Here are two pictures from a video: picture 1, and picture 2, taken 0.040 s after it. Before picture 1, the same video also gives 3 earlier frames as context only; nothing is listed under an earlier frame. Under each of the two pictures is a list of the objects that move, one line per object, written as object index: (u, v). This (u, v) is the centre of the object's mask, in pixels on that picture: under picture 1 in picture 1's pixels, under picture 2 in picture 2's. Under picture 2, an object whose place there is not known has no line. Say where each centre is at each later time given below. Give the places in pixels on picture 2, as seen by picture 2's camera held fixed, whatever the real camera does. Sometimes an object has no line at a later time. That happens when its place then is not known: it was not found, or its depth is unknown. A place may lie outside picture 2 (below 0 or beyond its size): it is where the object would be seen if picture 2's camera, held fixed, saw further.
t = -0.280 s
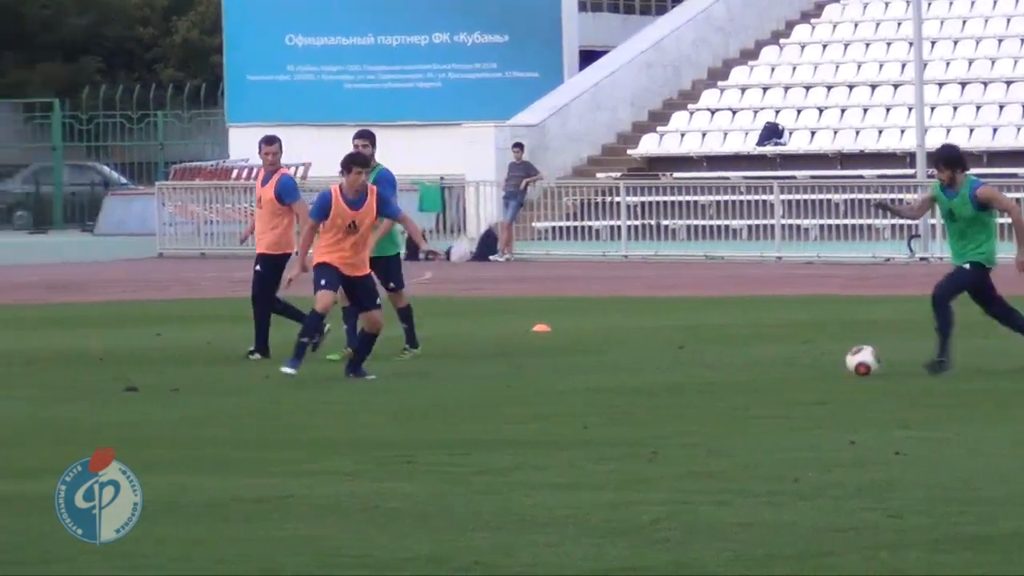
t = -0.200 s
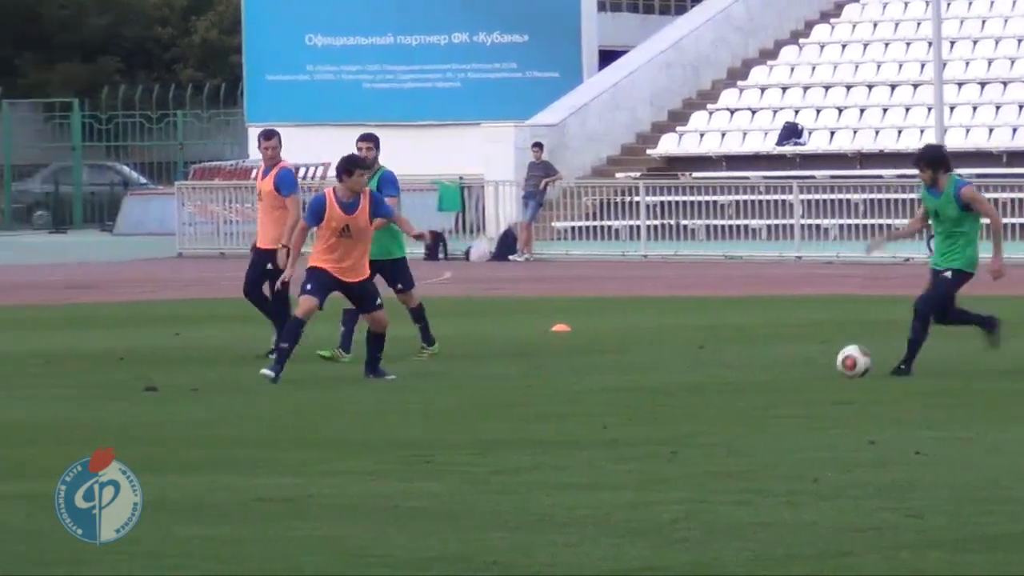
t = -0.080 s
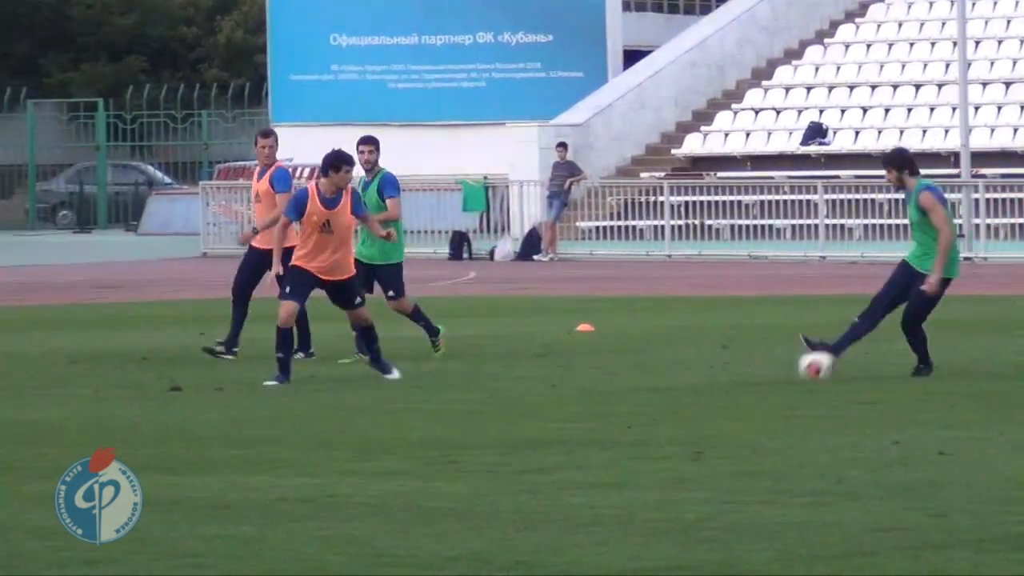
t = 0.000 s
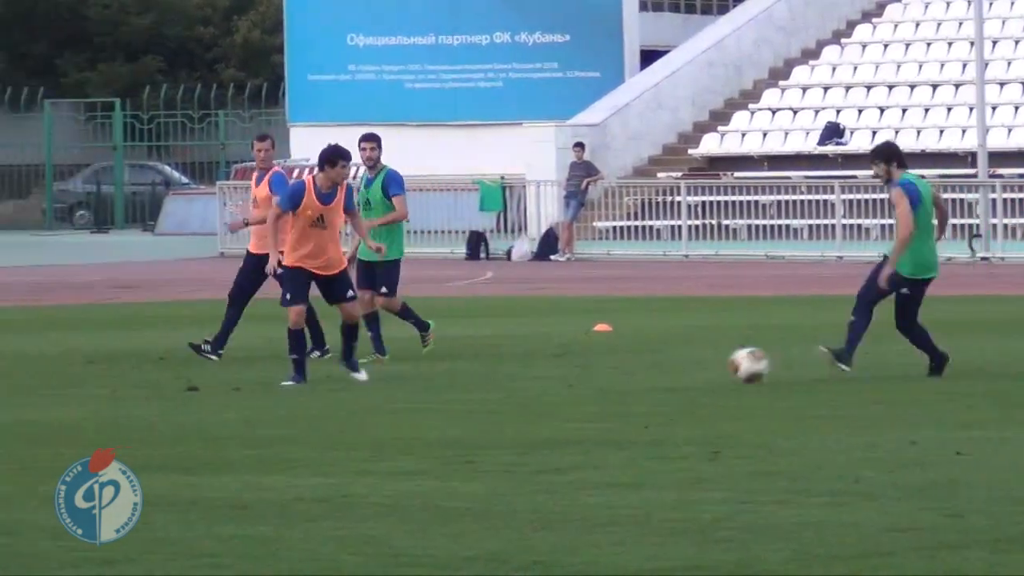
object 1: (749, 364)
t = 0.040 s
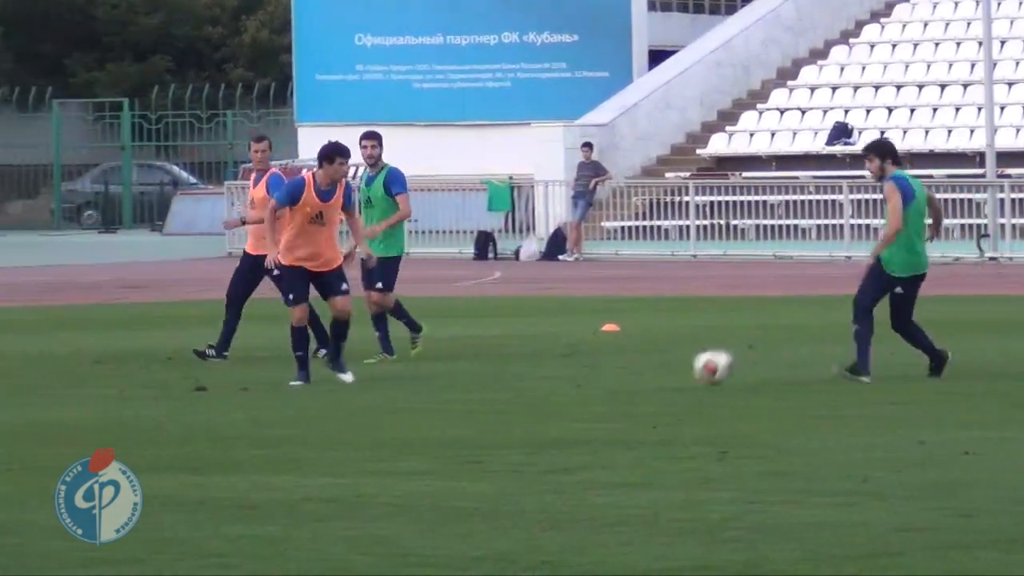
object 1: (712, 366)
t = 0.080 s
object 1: (671, 373)
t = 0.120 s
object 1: (629, 382)
